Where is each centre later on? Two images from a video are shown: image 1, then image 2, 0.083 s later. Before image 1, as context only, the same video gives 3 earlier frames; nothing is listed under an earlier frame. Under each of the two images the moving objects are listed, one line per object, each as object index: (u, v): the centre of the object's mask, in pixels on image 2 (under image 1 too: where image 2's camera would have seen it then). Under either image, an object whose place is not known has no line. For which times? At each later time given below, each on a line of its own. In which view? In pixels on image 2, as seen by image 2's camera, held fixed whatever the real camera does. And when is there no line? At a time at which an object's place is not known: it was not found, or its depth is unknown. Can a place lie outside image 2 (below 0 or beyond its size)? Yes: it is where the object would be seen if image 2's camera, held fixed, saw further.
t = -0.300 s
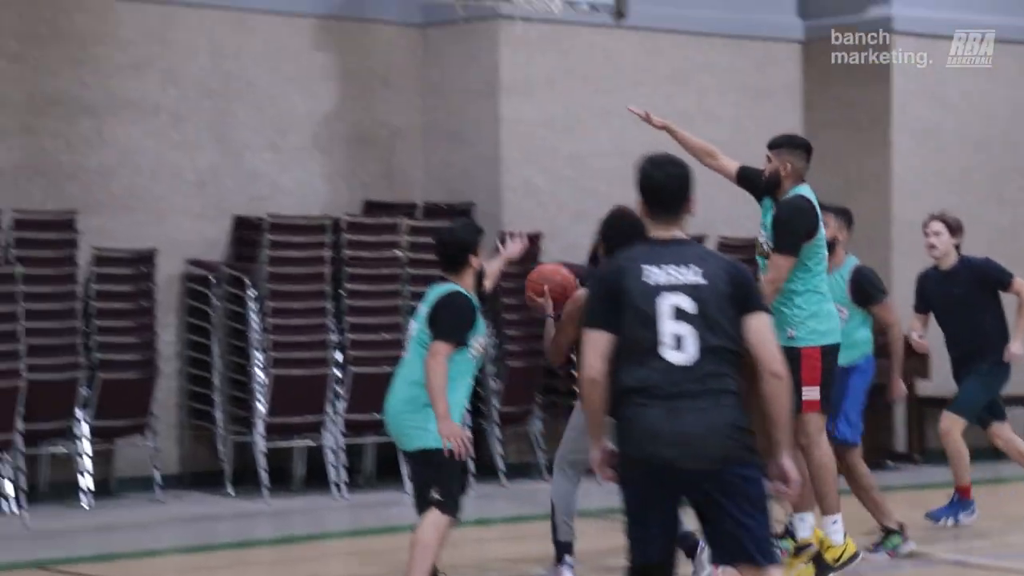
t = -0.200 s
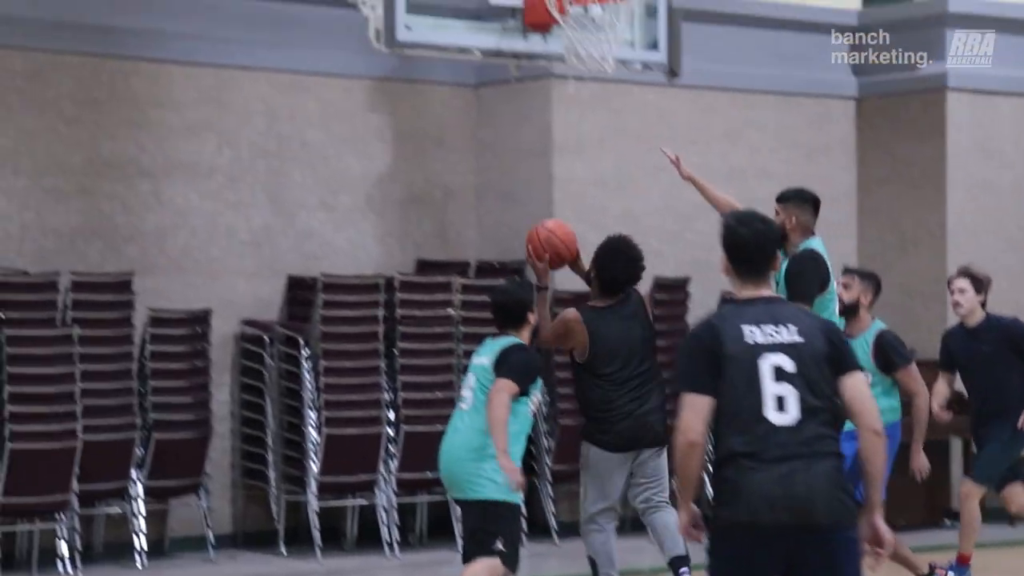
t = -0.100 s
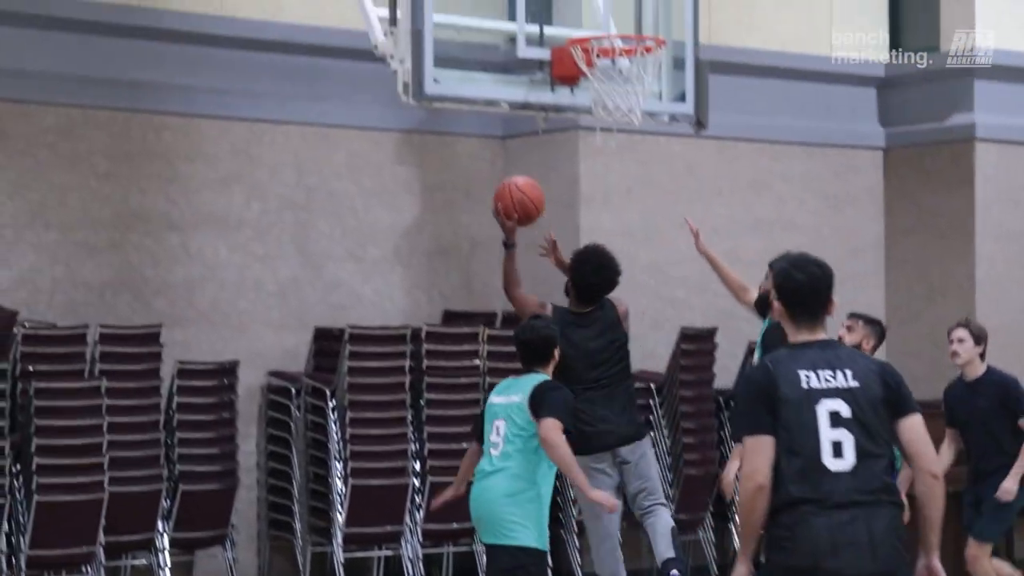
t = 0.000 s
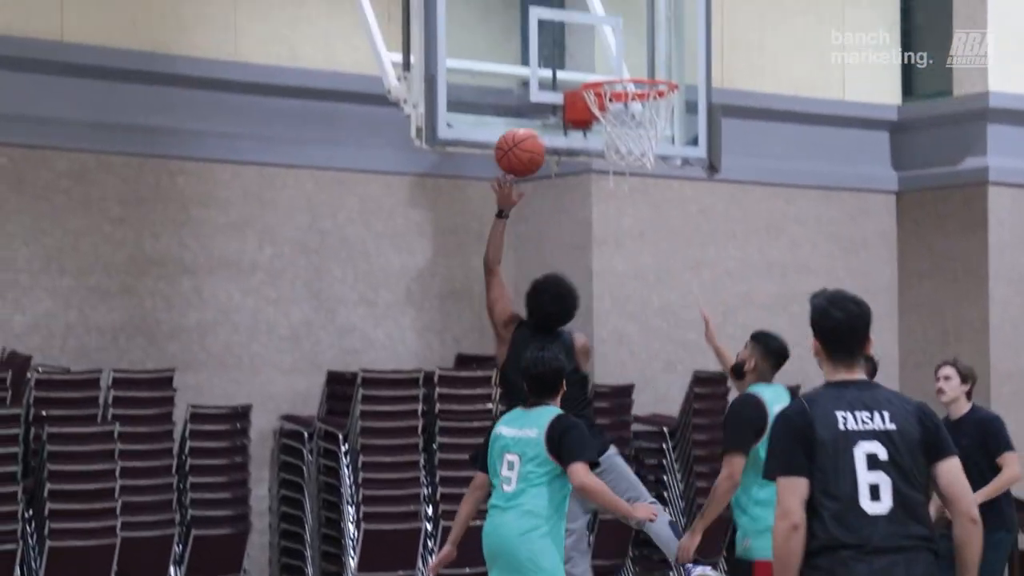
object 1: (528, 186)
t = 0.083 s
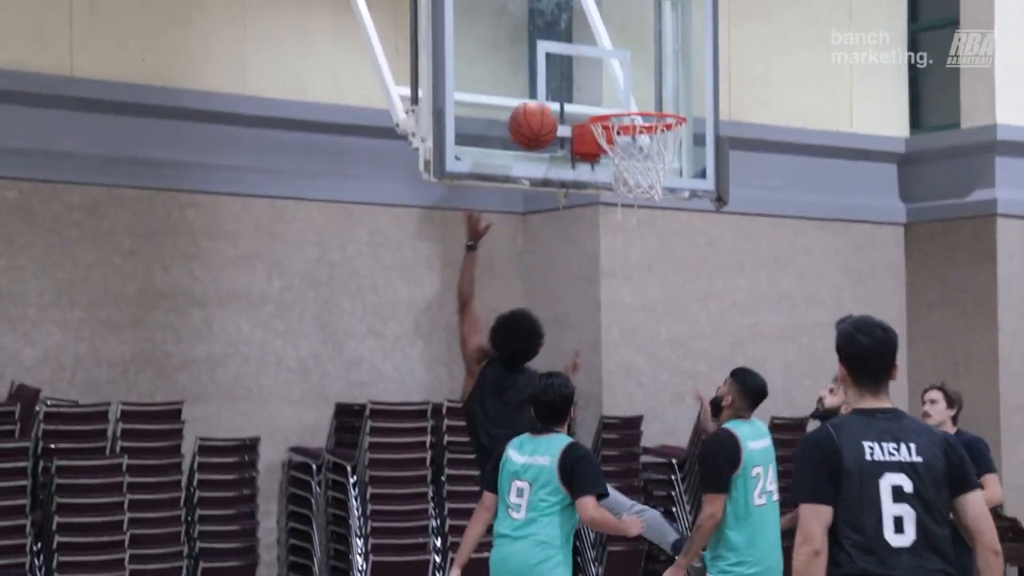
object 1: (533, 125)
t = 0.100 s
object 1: (534, 115)
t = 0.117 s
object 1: (535, 105)
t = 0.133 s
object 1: (536, 96)
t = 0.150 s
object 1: (537, 88)
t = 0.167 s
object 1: (538, 80)
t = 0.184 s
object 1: (539, 74)
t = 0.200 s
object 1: (540, 67)
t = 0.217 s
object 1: (541, 61)
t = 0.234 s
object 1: (543, 56)
